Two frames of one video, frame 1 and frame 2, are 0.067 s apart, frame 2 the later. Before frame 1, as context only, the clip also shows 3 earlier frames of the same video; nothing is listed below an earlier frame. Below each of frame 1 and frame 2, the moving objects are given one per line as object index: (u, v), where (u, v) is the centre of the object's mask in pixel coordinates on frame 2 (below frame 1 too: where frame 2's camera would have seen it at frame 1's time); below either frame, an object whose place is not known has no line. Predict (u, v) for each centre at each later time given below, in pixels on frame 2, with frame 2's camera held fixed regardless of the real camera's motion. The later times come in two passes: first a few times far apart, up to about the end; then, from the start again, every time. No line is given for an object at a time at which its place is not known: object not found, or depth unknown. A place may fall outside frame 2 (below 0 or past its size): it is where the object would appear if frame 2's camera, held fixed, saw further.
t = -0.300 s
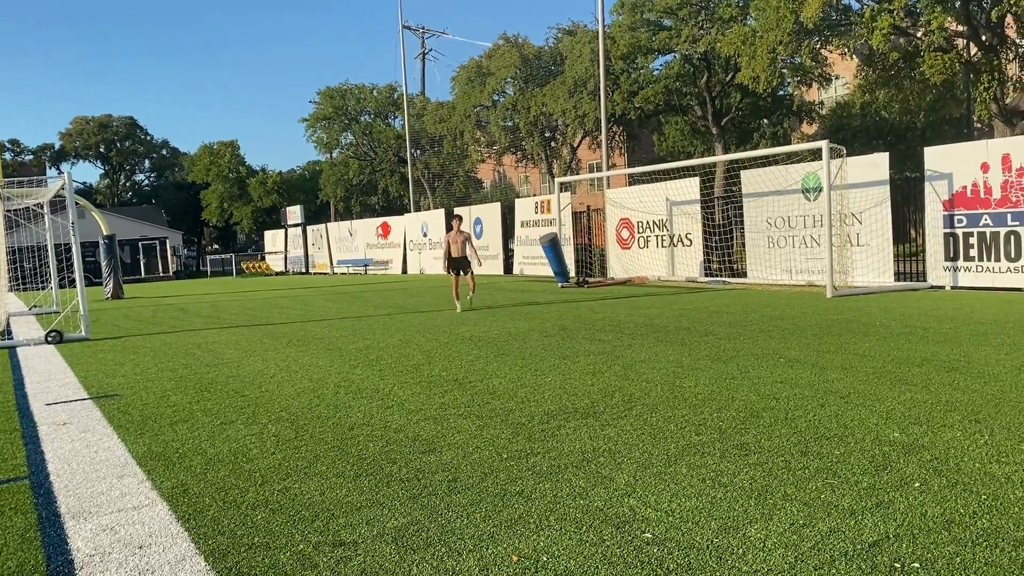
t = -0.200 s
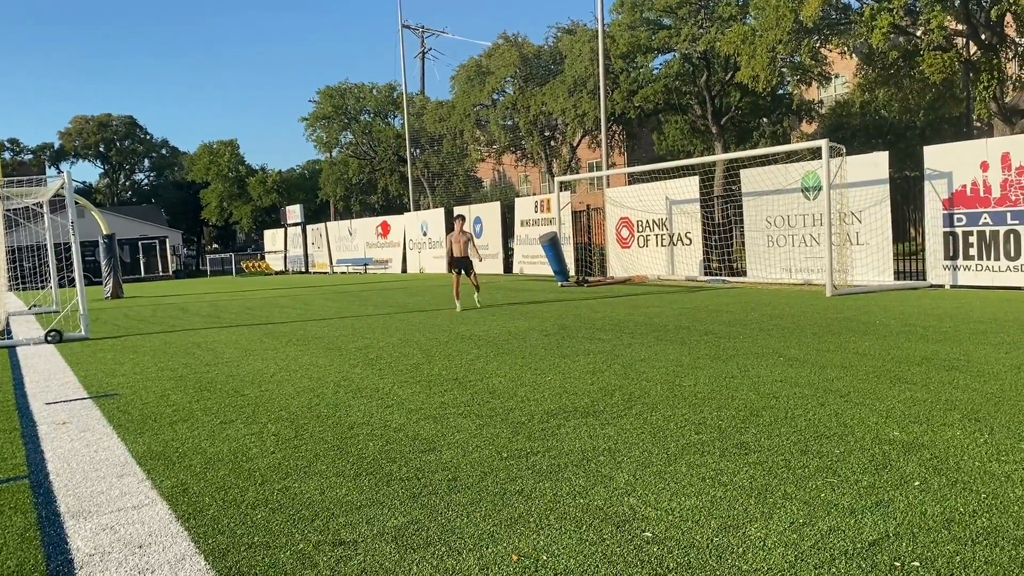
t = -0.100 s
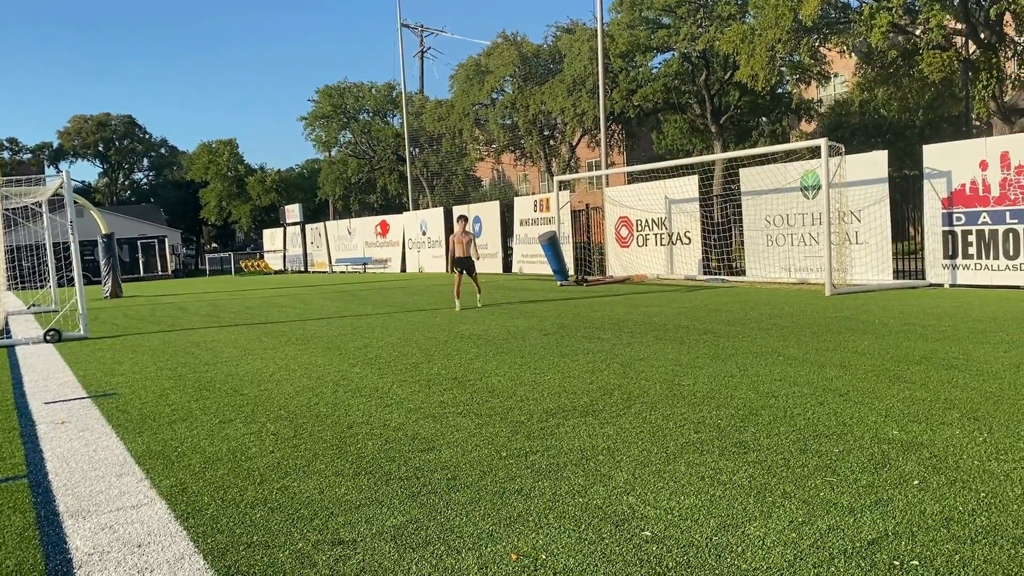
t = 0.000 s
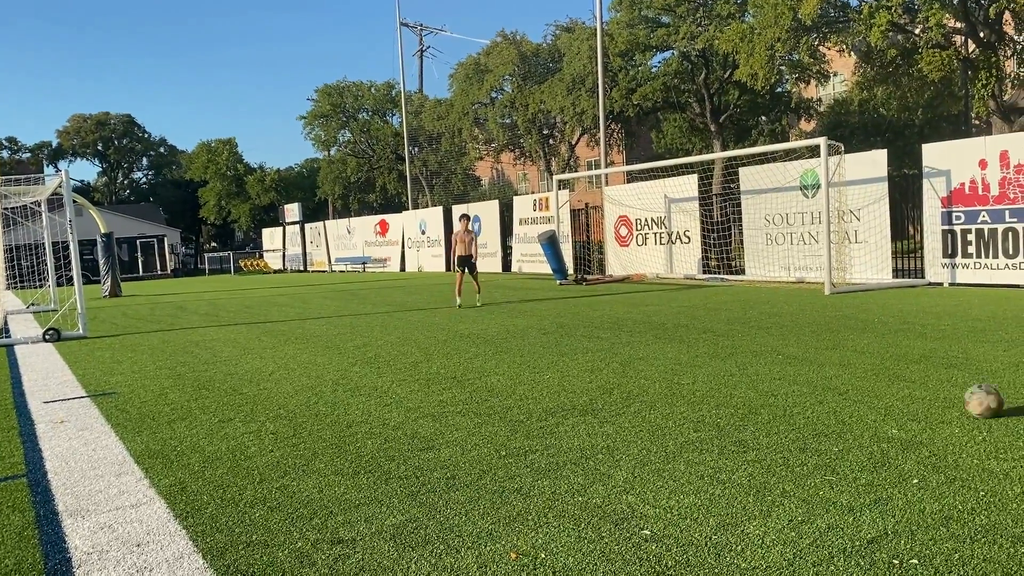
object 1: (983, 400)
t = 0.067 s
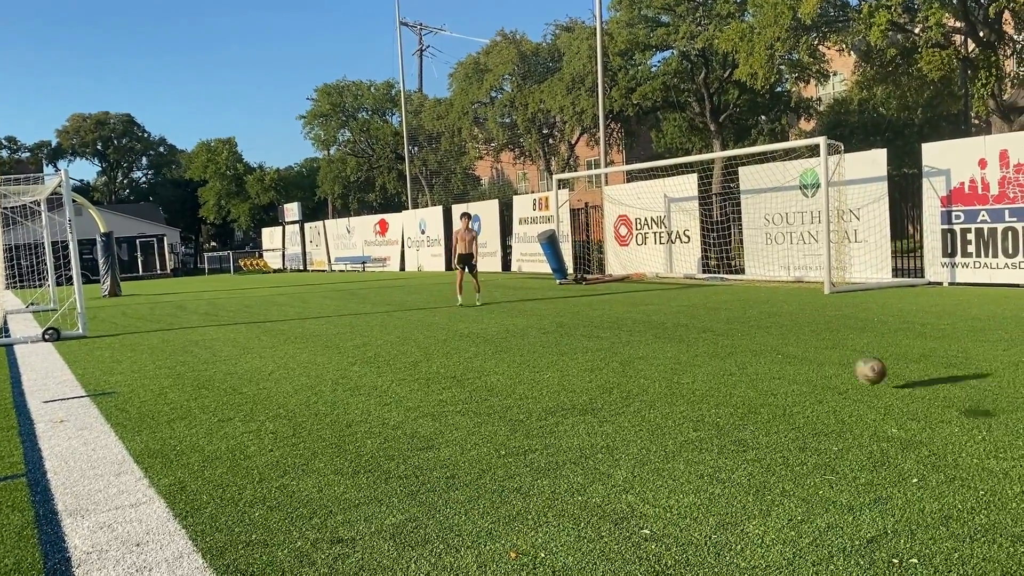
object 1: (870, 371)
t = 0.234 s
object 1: (699, 343)
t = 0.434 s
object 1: (597, 318)
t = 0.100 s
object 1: (826, 359)
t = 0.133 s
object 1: (788, 352)
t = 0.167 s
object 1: (754, 347)
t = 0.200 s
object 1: (725, 345)
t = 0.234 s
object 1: (699, 343)
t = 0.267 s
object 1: (677, 334)
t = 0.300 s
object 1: (658, 327)
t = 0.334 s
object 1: (641, 323)
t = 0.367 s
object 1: (625, 320)
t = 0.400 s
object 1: (610, 318)
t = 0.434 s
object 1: (597, 318)
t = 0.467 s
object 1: (585, 318)
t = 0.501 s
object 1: (574, 314)
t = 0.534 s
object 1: (564, 310)
